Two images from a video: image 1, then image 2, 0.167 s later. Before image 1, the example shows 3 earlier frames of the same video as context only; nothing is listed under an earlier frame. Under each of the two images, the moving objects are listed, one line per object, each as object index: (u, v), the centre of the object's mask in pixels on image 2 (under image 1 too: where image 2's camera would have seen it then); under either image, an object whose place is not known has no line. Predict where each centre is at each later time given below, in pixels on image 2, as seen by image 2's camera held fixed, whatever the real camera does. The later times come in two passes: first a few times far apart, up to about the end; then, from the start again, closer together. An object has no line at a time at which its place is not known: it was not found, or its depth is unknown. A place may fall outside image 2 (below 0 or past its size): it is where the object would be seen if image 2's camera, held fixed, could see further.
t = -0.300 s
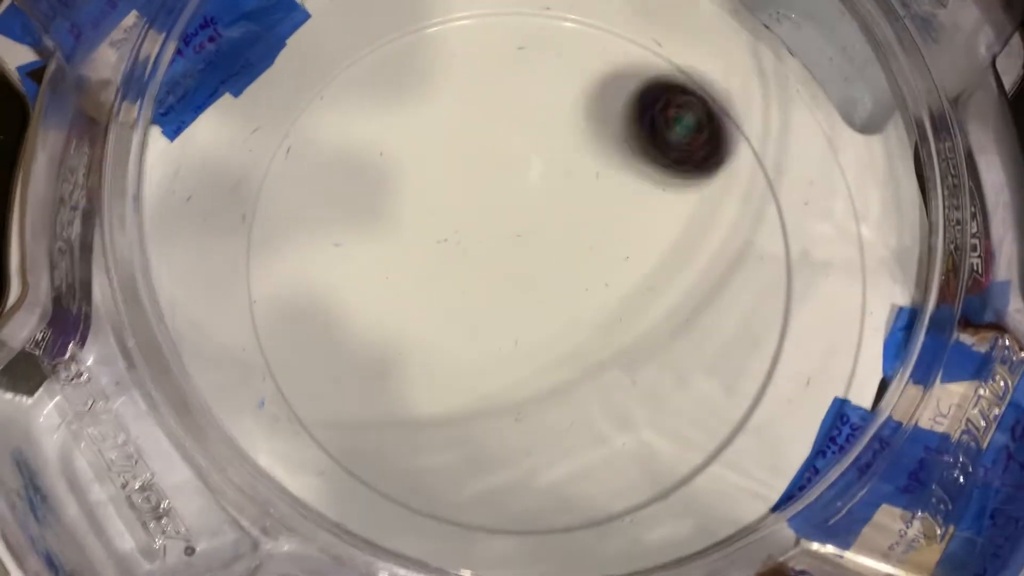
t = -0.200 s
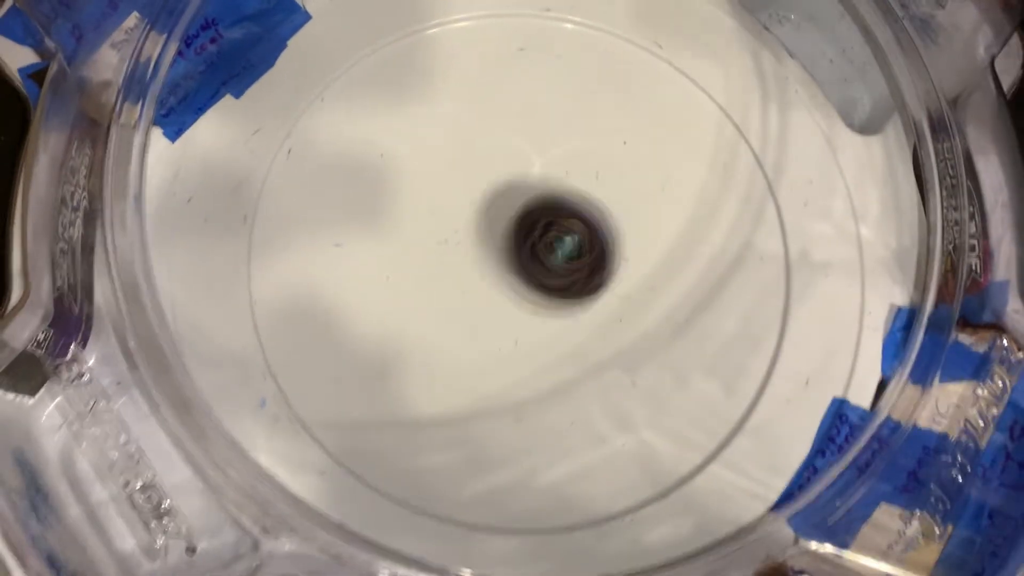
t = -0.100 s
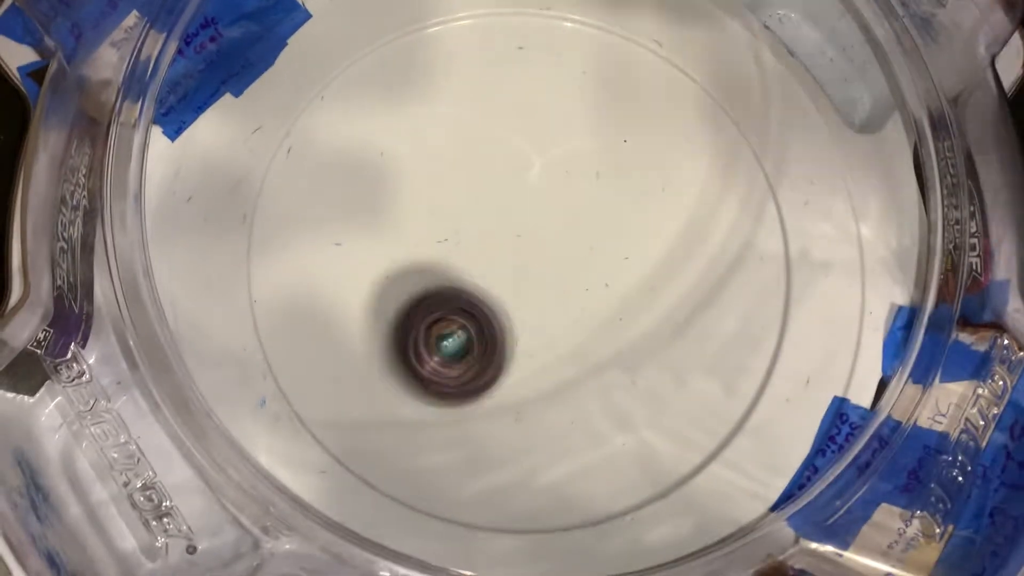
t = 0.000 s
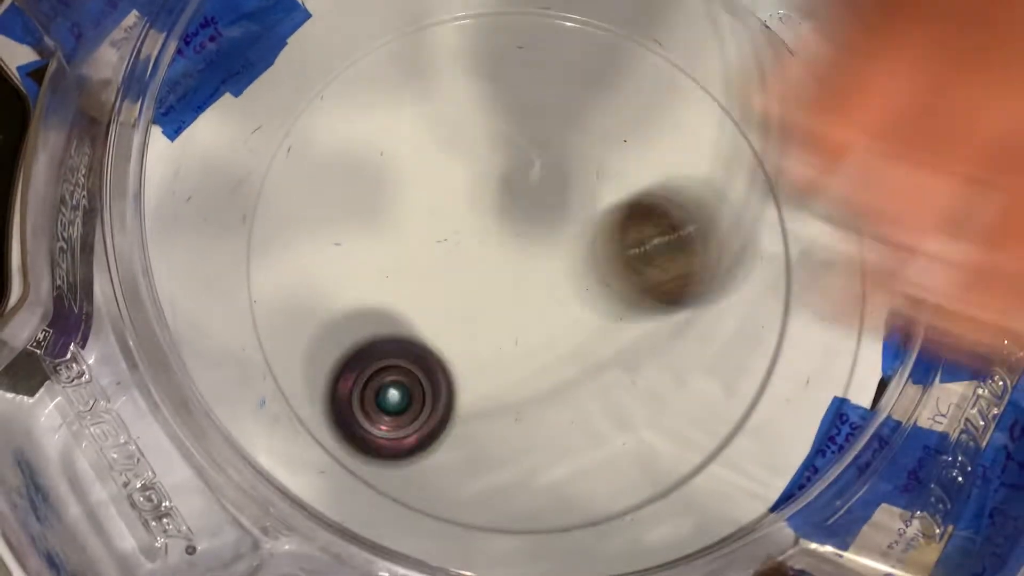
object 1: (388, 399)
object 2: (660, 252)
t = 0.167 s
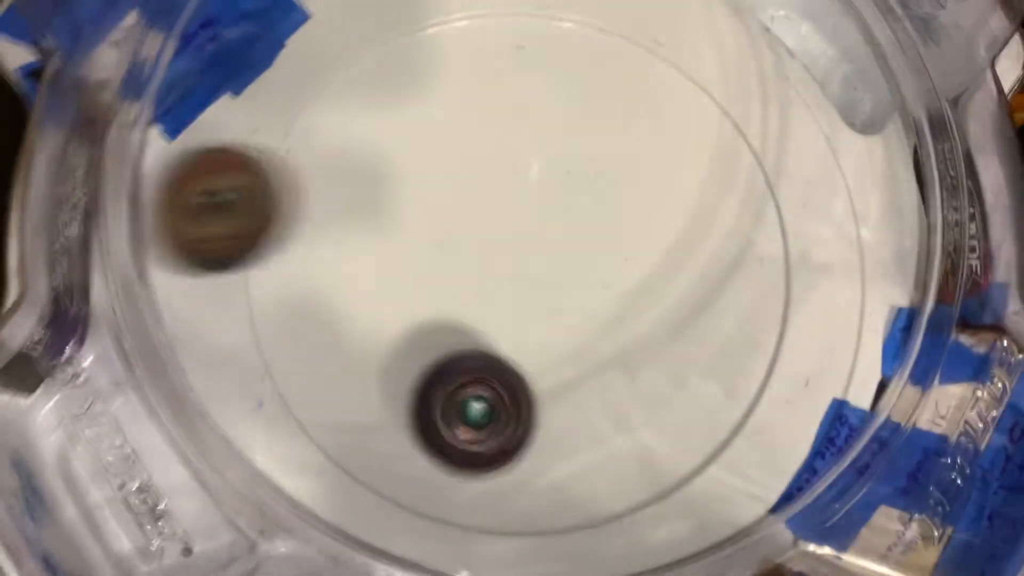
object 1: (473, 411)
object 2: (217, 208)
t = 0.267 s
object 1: (562, 378)
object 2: (203, 245)
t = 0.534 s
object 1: (698, 176)
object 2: (643, 371)
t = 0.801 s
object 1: (633, 40)
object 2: (720, 165)
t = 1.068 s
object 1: (375, 77)
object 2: (308, 256)
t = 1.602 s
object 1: (612, 395)
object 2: (674, 156)
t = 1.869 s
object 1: (747, 324)
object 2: (296, 99)
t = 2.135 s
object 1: (640, 206)
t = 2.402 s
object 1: (447, 243)
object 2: (732, 106)
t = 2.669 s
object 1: (365, 360)
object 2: (266, 196)
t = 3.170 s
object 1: (691, 260)
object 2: (609, 125)
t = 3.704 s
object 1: (401, 252)
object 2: (401, 115)
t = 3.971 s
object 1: (440, 359)
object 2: (522, 161)
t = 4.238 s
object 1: (563, 295)
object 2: (663, 146)
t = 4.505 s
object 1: (513, 228)
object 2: (694, 82)
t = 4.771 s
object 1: (455, 274)
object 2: (602, 138)
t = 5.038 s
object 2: (679, 285)
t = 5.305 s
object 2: (722, 212)
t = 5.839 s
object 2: (629, 259)
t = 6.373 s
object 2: (591, 409)
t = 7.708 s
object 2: (521, 103)
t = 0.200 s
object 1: (504, 406)
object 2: (130, 214)
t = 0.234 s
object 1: (536, 394)
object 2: (145, 234)
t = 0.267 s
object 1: (562, 378)
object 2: (203, 245)
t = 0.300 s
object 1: (585, 361)
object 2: (261, 254)
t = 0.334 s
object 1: (605, 341)
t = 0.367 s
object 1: (619, 317)
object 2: (387, 291)
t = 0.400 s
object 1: (630, 296)
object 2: (451, 302)
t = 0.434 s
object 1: (637, 273)
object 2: (518, 318)
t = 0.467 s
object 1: (661, 241)
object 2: (562, 341)
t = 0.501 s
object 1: (685, 207)
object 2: (602, 360)
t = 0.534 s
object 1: (698, 176)
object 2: (643, 371)
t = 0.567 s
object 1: (702, 149)
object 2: (682, 372)
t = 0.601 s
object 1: (700, 125)
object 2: (717, 363)
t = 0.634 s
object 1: (695, 103)
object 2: (743, 345)
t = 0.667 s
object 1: (688, 83)
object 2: (761, 318)
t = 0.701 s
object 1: (678, 66)
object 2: (768, 285)
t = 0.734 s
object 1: (668, 51)
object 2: (765, 247)
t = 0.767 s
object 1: (653, 43)
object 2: (750, 207)
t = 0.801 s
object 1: (633, 40)
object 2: (720, 165)
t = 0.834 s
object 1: (613, 37)
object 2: (682, 128)
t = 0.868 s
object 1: (584, 27)
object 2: (640, 121)
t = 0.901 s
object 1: (538, 26)
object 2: (593, 128)
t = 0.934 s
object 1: (492, 30)
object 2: (536, 140)
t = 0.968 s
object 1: (452, 34)
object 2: (480, 158)
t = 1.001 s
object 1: (418, 41)
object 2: (421, 184)
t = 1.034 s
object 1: (391, 55)
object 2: (364, 217)
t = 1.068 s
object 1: (375, 77)
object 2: (308, 256)
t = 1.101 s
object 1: (366, 104)
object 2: (261, 301)
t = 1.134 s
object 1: (364, 129)
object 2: (264, 335)
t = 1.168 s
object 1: (363, 159)
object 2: (305, 366)
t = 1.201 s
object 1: (367, 187)
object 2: (352, 404)
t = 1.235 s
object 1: (375, 215)
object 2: (397, 445)
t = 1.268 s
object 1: (386, 242)
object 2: (449, 473)
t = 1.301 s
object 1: (400, 270)
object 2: (503, 500)
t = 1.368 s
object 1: (438, 317)
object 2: (615, 463)
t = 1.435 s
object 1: (482, 354)
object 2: (698, 392)
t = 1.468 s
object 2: (720, 346)
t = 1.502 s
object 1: (533, 379)
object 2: (727, 299)
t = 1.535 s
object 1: (559, 387)
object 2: (721, 250)
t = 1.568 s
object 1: (585, 392)
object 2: (704, 202)
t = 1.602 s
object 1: (612, 395)
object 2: (674, 156)
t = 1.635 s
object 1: (636, 394)
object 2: (636, 116)
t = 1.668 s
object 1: (661, 390)
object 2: (591, 82)
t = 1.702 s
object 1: (681, 383)
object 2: (538, 53)
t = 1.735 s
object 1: (700, 375)
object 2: (486, 36)
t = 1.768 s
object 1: (716, 367)
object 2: (427, 28)
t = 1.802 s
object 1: (729, 355)
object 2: (373, 28)
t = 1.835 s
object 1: (740, 342)
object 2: (334, 52)
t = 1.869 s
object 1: (747, 324)
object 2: (296, 99)
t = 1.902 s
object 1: (749, 307)
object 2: (263, 150)
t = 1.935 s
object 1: (747, 288)
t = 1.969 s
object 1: (739, 270)
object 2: (263, 288)
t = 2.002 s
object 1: (727, 254)
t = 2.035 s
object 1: (710, 238)
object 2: (347, 421)
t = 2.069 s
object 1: (689, 224)
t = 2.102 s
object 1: (665, 213)
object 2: (487, 496)
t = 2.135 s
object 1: (640, 206)
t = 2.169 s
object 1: (612, 203)
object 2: (641, 459)
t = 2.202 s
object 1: (586, 202)
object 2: (697, 424)
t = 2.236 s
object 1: (559, 205)
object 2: (742, 376)
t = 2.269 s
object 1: (534, 209)
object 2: (774, 323)
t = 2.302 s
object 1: (511, 215)
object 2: (790, 270)
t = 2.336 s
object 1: (488, 223)
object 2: (788, 213)
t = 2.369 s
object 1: (467, 232)
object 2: (765, 157)
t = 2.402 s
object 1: (447, 243)
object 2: (732, 106)
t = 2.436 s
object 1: (428, 254)
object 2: (690, 57)
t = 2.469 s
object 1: (412, 267)
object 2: (639, 26)
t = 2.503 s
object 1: (396, 281)
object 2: (570, 17)
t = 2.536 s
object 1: (384, 297)
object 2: (499, 14)
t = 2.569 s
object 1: (374, 312)
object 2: (425, 22)
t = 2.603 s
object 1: (368, 328)
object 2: (356, 46)
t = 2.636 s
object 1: (365, 344)
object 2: (300, 110)
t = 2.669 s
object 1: (365, 360)
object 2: (266, 196)
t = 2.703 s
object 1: (370, 377)
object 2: (265, 286)
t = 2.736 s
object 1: (405, 423)
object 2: (301, 335)
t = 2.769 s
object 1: (445, 462)
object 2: (344, 371)
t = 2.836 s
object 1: (547, 506)
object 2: (419, 402)
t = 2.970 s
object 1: (689, 409)
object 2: (540, 334)
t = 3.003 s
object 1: (706, 381)
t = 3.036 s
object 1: (715, 350)
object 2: (580, 267)
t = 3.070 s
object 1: (718, 327)
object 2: (594, 232)
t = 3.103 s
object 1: (714, 304)
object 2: (603, 194)
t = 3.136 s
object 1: (704, 281)
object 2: (608, 156)
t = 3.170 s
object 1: (691, 260)
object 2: (609, 125)
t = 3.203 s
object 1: (674, 241)
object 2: (606, 91)
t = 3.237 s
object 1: (655, 226)
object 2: (600, 64)
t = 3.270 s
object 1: (635, 212)
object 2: (589, 44)
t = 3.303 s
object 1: (614, 200)
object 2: (578, 33)
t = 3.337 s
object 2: (565, 27)
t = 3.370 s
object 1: (569, 187)
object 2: (548, 24)
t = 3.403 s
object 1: (546, 183)
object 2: (530, 22)
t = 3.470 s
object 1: (506, 183)
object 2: (490, 26)
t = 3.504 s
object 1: (485, 185)
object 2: (469, 32)
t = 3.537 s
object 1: (466, 189)
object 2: (450, 40)
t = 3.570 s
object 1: (449, 193)
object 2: (433, 55)
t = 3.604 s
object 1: (435, 201)
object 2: (420, 76)
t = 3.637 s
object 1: (421, 212)
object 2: (408, 99)
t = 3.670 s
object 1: (411, 233)
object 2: (402, 107)
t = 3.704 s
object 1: (401, 252)
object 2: (401, 115)
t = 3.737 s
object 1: (394, 268)
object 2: (403, 124)
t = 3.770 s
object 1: (390, 285)
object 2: (410, 133)
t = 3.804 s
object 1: (388, 300)
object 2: (420, 141)
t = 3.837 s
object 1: (391, 315)
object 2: (436, 147)
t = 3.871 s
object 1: (398, 330)
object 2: (454, 152)
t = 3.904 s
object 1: (409, 343)
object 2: (476, 157)
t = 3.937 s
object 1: (423, 353)
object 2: (498, 160)
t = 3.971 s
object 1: (440, 359)
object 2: (522, 161)
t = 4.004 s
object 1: (458, 361)
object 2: (547, 161)
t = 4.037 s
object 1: (478, 359)
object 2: (570, 160)
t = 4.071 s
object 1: (496, 355)
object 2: (592, 158)
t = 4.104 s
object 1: (513, 347)
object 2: (613, 156)
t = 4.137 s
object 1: (528, 337)
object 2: (631, 153)
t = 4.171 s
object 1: (541, 325)
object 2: (645, 151)
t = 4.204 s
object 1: (553, 310)
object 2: (656, 149)
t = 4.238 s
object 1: (563, 295)
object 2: (663, 146)
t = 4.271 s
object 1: (570, 280)
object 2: (666, 145)
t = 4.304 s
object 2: (666, 143)
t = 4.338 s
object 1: (578, 250)
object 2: (662, 143)
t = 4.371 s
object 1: (578, 234)
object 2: (656, 143)
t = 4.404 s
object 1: (569, 225)
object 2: (656, 137)
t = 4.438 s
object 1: (547, 227)
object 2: (672, 117)
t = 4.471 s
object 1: (527, 226)
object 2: (684, 100)
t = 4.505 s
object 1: (513, 228)
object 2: (694, 82)
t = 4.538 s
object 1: (502, 232)
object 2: (691, 75)
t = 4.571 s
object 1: (493, 233)
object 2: (676, 80)
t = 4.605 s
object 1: (483, 235)
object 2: (661, 85)
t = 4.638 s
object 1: (474, 239)
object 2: (645, 93)
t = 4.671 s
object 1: (466, 246)
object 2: (633, 102)
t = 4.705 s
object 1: (461, 254)
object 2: (621, 112)
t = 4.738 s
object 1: (456, 264)
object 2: (611, 123)
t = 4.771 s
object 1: (455, 274)
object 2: (602, 138)
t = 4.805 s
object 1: (457, 286)
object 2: (598, 156)
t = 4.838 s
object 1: (463, 297)
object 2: (595, 177)
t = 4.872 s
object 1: (473, 306)
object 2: (594, 198)
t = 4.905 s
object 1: (485, 313)
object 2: (595, 220)
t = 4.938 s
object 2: (599, 243)
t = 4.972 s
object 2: (617, 263)
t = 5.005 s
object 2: (647, 275)
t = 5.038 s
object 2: (679, 285)
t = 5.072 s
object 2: (711, 289)
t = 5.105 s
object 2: (739, 288)
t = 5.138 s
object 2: (764, 282)
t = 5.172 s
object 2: (780, 271)
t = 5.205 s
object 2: (771, 256)
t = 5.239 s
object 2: (759, 240)
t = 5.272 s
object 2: (743, 225)
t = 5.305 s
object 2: (722, 212)
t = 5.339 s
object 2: (698, 207)
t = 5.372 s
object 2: (667, 205)
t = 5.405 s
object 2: (631, 210)
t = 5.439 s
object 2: (597, 221)
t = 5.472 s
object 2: (596, 226)
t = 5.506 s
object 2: (632, 227)
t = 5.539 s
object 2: (657, 233)
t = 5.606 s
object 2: (692, 240)
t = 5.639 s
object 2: (697, 238)
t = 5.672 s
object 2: (698, 234)
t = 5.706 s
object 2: (690, 233)
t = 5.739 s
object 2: (680, 232)
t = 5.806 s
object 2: (647, 247)
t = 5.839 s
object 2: (629, 259)
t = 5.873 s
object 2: (607, 273)
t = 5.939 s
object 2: (571, 305)
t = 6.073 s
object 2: (523, 393)
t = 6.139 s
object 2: (527, 433)
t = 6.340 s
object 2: (586, 432)
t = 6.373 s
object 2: (591, 409)
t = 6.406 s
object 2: (588, 388)
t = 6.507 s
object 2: (508, 374)
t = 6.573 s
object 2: (457, 365)
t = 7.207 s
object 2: (277, 276)
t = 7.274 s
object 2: (275, 243)
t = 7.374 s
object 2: (347, 215)
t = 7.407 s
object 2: (375, 207)
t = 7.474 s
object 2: (430, 192)
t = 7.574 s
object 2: (512, 177)
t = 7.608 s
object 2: (521, 165)
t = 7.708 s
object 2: (521, 103)
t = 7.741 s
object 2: (524, 89)
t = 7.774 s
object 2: (523, 84)
